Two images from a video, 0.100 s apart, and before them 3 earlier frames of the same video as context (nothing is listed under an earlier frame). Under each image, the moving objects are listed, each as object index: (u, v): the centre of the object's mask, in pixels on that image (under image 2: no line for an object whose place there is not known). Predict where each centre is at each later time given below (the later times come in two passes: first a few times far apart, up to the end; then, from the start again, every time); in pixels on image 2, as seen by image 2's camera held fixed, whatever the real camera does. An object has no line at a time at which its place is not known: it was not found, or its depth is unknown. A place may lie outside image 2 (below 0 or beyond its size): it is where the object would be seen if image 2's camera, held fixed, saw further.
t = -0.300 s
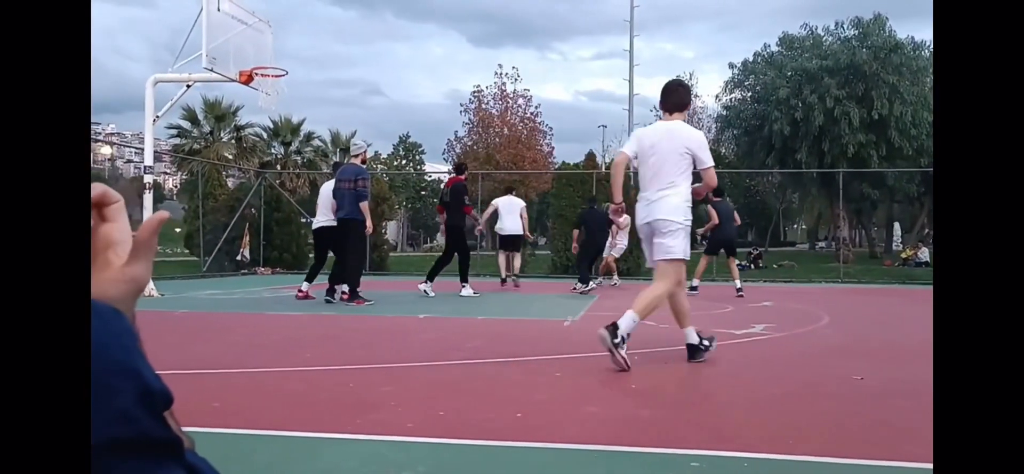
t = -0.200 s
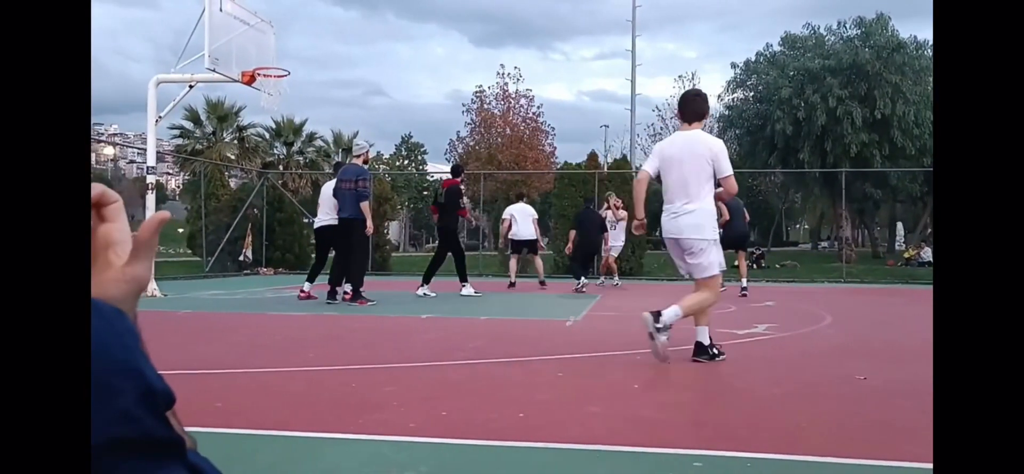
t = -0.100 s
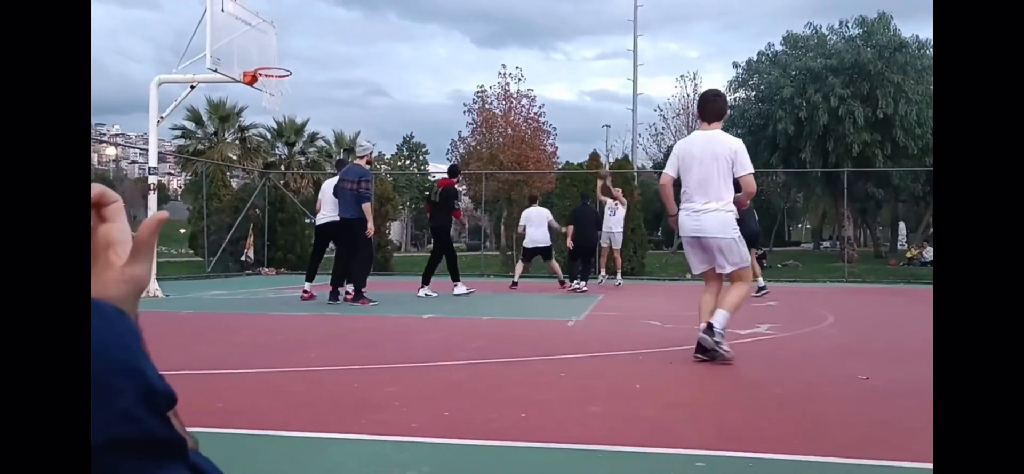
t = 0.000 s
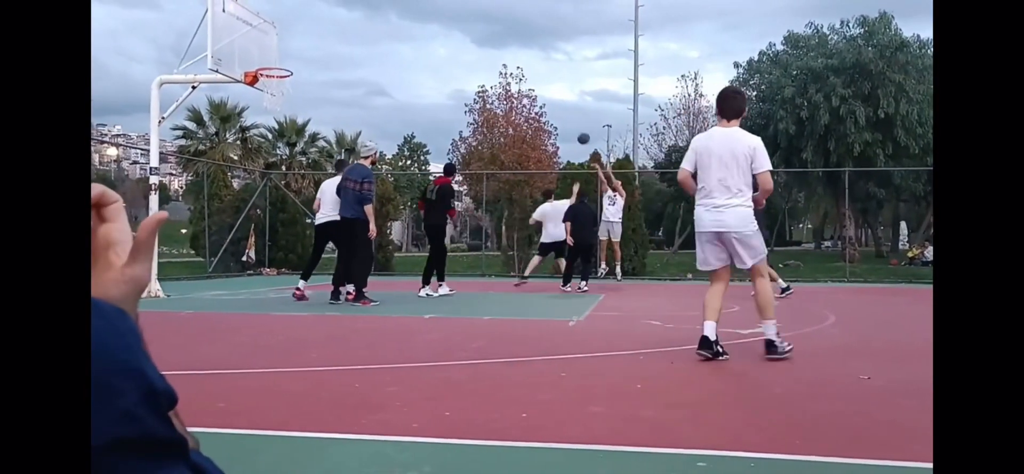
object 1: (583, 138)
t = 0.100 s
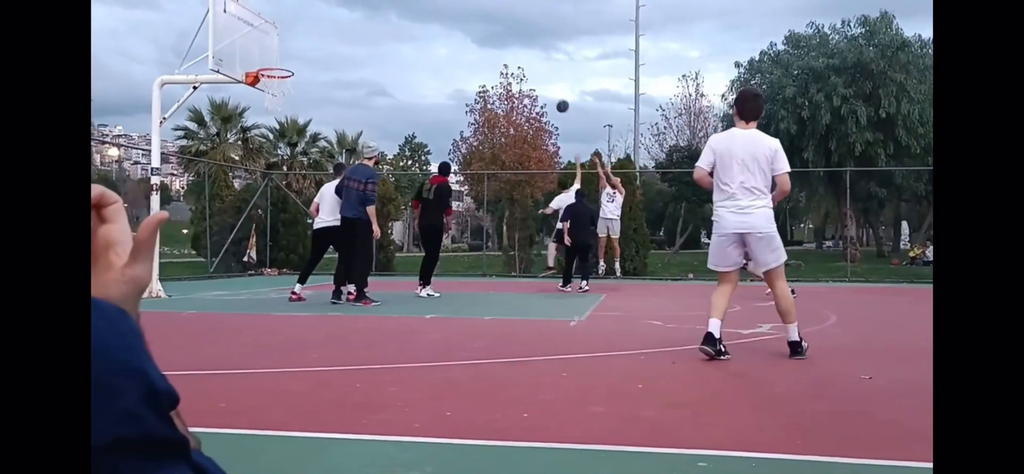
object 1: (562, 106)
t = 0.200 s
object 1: (539, 78)
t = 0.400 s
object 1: (489, 36)
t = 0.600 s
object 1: (434, 13)
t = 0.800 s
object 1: (372, 14)
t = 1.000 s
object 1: (303, 43)
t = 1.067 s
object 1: (278, 60)
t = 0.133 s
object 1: (557, 97)
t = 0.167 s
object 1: (547, 87)
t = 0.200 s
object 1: (539, 78)
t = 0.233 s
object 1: (531, 70)
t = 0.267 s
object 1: (523, 62)
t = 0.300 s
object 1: (515, 55)
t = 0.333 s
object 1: (506, 48)
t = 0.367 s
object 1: (497, 41)
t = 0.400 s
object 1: (489, 36)
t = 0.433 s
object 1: (480, 30)
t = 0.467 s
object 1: (471, 26)
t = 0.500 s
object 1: (462, 21)
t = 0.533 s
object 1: (453, 18)
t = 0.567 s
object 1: (443, 15)
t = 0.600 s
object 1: (434, 13)
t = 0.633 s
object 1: (424, 11)
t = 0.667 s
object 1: (414, 10)
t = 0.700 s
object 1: (404, 10)
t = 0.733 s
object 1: (393, 11)
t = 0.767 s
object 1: (383, 12)
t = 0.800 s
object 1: (372, 14)
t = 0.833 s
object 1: (361, 17)
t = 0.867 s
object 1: (350, 20)
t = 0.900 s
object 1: (338, 25)
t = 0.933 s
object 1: (327, 30)
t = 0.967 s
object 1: (315, 36)
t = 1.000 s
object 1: (303, 43)
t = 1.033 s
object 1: (291, 51)
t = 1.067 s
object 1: (278, 60)
